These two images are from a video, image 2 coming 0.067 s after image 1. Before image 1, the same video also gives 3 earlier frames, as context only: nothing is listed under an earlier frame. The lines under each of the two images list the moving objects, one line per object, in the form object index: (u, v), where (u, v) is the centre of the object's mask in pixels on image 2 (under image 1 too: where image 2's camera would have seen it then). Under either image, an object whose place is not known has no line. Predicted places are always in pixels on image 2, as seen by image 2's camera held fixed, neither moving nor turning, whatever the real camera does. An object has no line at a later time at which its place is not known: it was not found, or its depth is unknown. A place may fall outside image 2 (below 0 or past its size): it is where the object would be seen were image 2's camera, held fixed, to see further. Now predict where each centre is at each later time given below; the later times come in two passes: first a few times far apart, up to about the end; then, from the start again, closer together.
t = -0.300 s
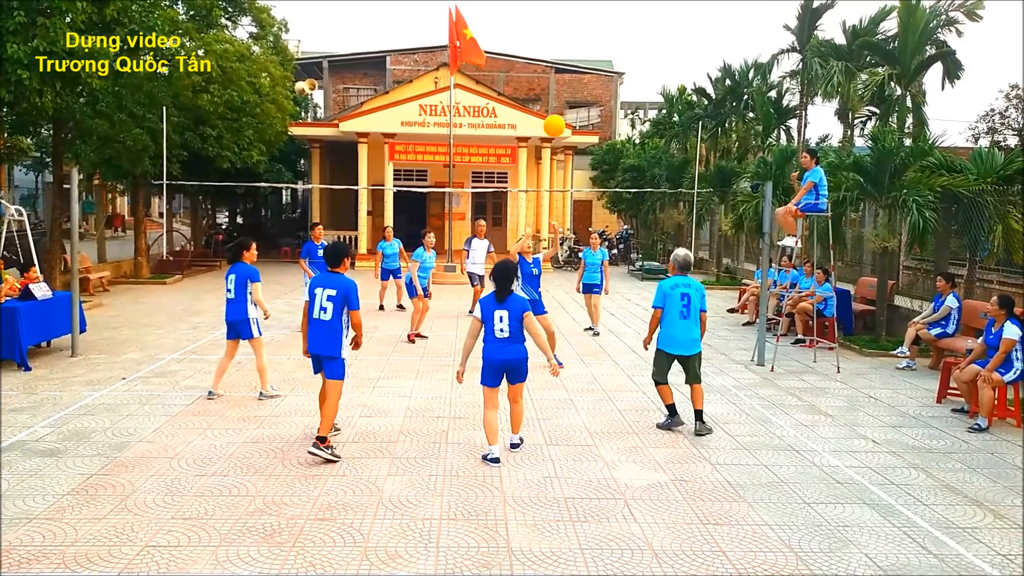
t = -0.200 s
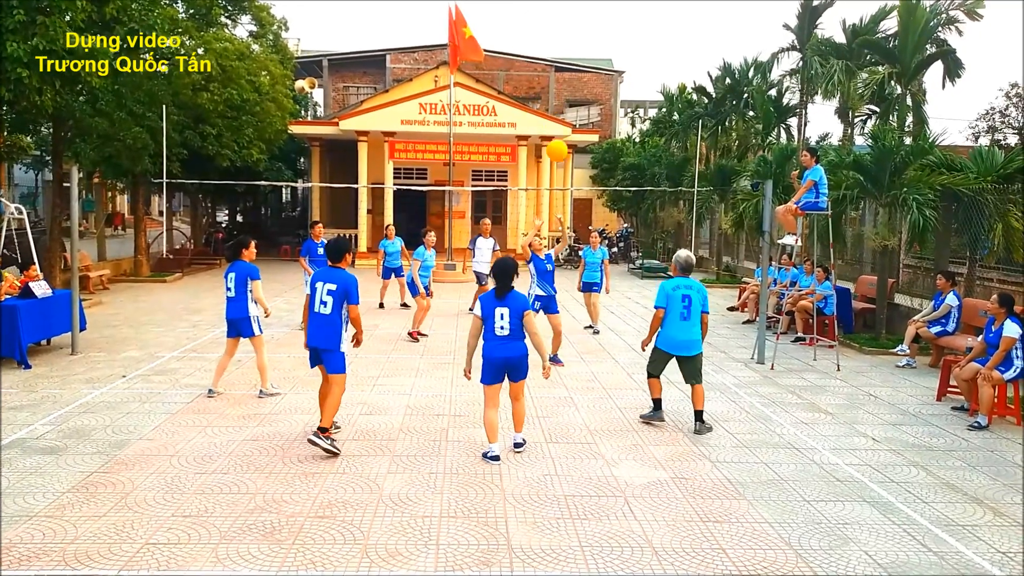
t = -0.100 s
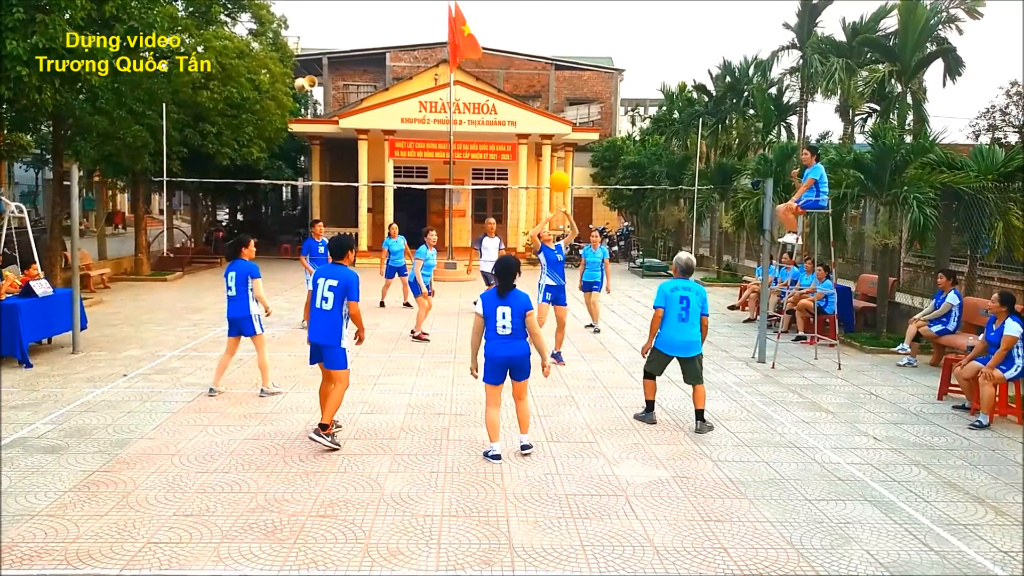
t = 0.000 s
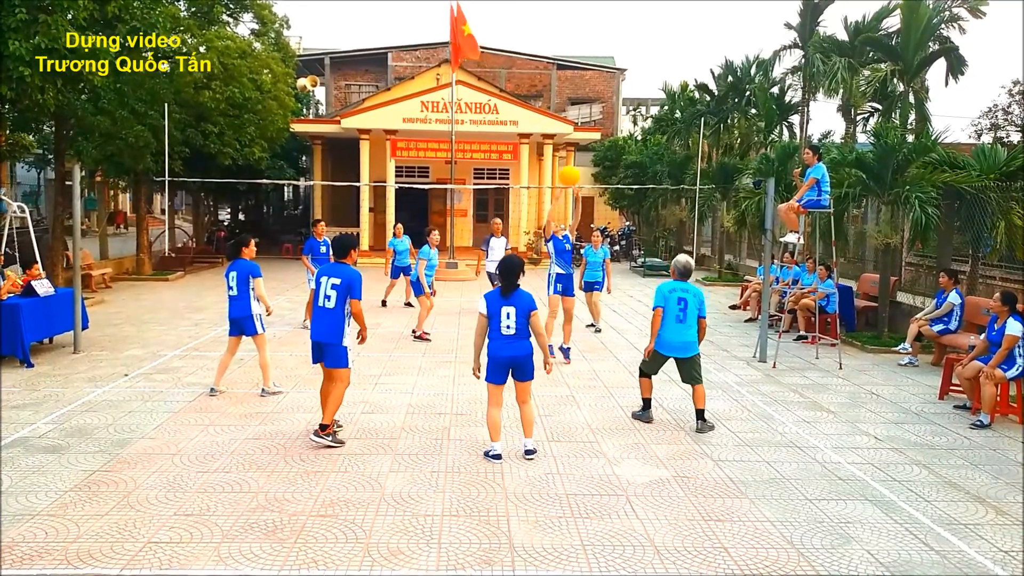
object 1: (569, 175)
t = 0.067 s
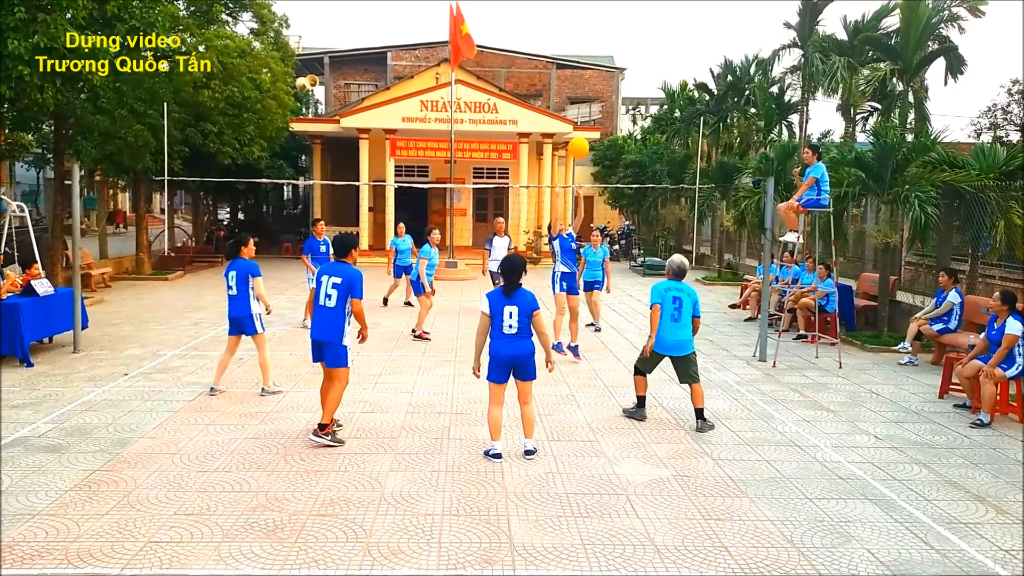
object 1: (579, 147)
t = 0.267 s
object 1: (607, 83)
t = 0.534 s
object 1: (641, 43)
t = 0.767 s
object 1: (669, 63)
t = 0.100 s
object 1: (583, 135)
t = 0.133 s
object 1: (588, 122)
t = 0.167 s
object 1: (593, 111)
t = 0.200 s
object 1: (598, 101)
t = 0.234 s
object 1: (602, 91)
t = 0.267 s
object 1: (607, 83)
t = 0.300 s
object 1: (611, 75)
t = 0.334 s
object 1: (615, 68)
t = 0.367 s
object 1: (620, 61)
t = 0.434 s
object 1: (629, 51)
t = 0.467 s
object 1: (633, 48)
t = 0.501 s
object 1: (637, 45)
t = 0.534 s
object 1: (641, 43)
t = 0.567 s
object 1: (645, 43)
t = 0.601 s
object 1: (649, 43)
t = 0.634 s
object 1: (653, 45)
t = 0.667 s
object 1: (657, 48)
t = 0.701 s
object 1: (662, 52)
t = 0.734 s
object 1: (666, 57)
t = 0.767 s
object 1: (669, 63)
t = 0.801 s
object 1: (673, 70)
